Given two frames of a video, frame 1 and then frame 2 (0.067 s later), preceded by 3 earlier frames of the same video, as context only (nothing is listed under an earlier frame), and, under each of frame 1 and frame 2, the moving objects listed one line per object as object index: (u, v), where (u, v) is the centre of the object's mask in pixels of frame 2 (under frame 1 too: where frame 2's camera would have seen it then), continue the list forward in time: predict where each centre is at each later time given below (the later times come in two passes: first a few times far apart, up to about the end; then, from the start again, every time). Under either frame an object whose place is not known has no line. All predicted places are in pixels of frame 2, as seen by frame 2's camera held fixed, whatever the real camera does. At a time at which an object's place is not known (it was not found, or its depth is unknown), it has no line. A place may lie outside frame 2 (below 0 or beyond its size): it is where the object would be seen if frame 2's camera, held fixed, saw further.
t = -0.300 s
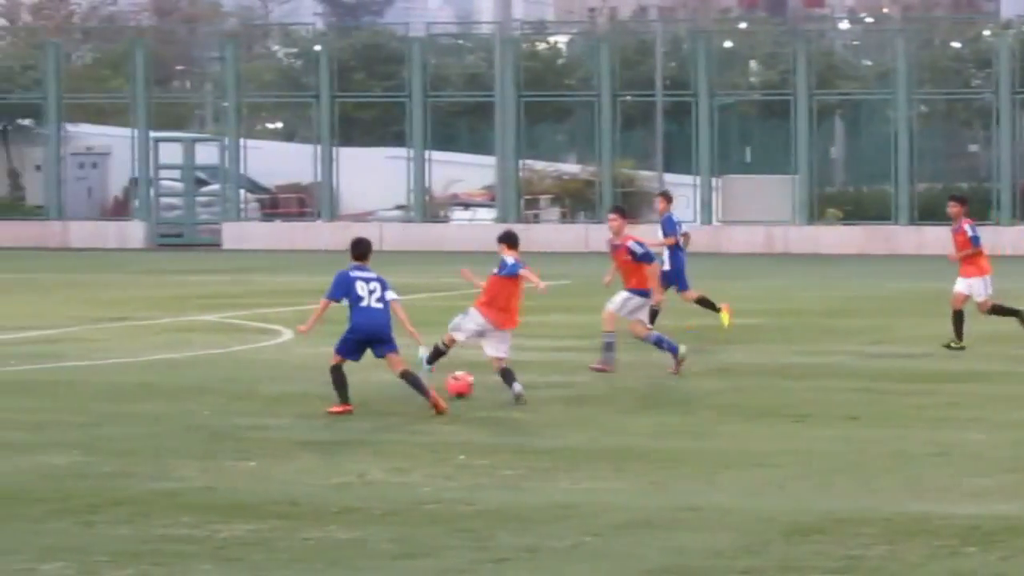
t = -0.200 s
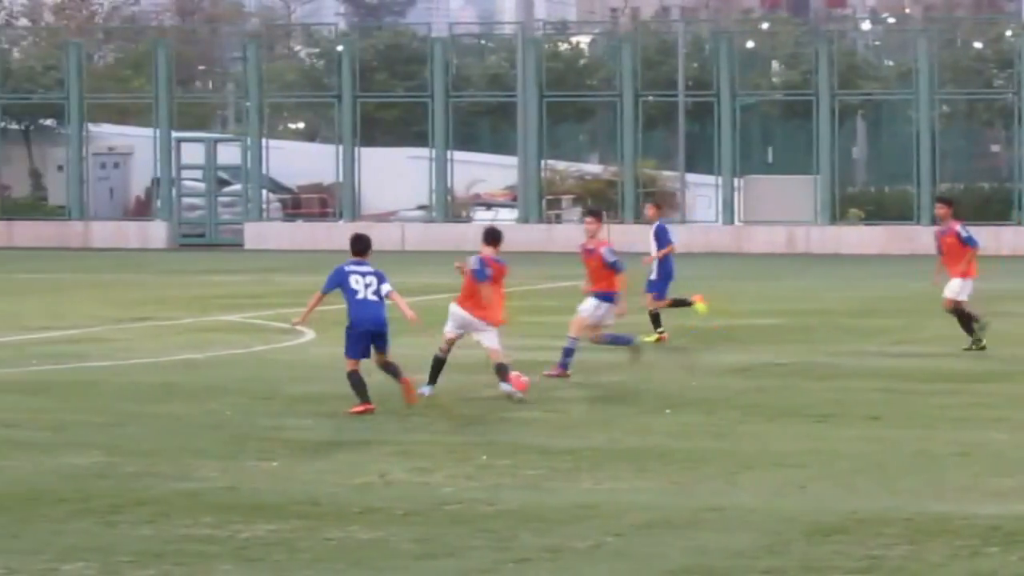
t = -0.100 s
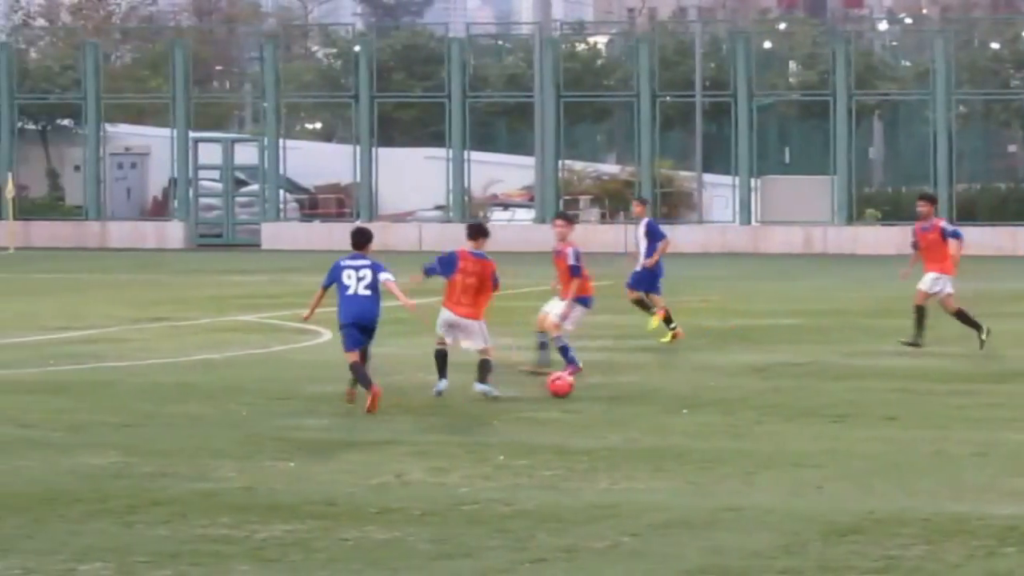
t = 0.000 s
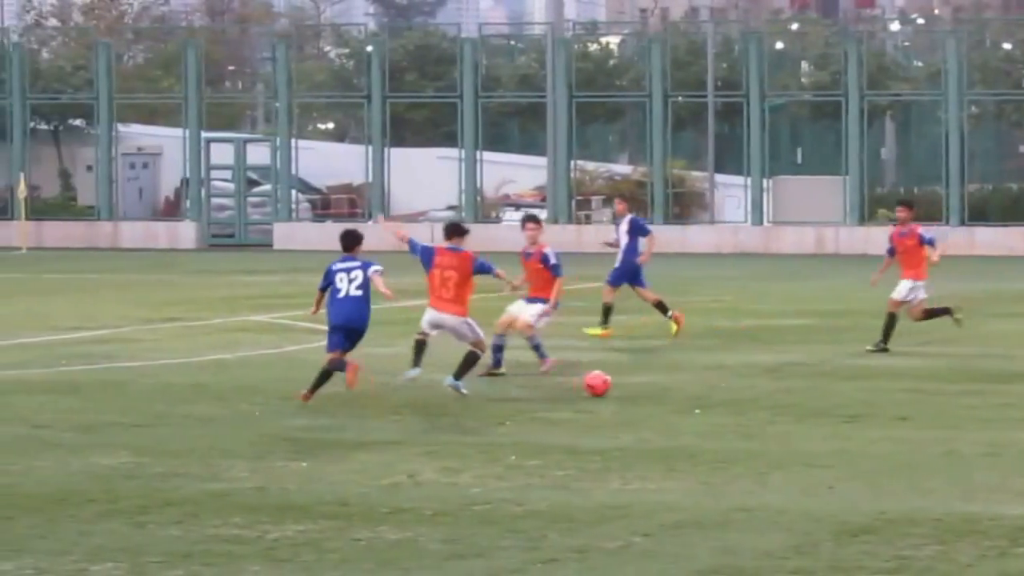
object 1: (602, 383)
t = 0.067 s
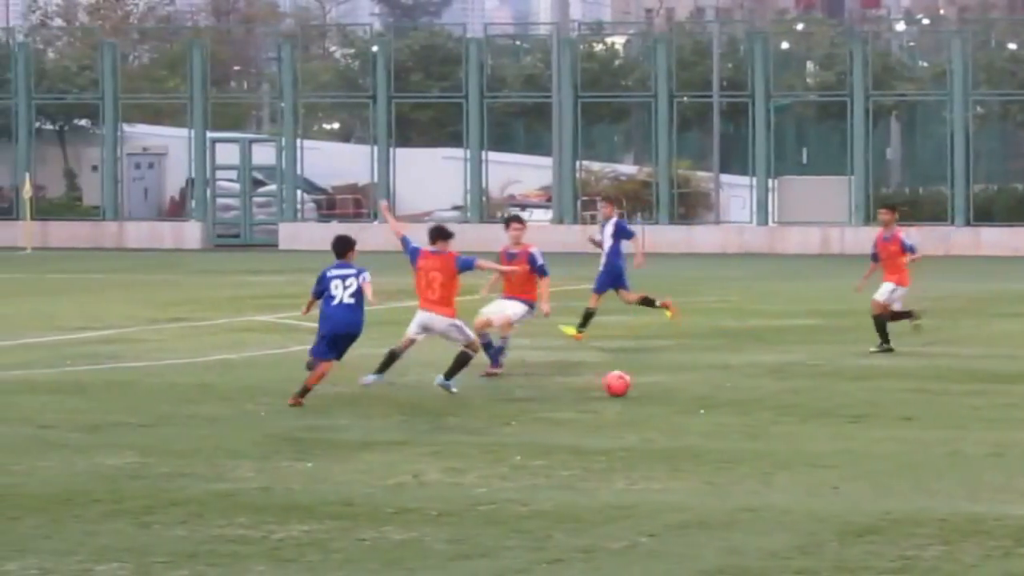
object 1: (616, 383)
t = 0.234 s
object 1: (650, 382)
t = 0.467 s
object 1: (693, 381)
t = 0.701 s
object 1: (735, 381)
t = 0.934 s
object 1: (775, 380)
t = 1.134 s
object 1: (806, 380)
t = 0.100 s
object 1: (624, 383)
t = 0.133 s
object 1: (630, 383)
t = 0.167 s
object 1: (637, 383)
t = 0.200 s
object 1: (644, 382)
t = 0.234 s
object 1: (650, 382)
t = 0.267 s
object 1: (656, 382)
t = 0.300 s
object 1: (663, 381)
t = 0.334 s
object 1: (668, 381)
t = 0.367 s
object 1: (674, 381)
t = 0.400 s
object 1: (680, 381)
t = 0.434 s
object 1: (687, 381)
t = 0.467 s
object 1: (693, 381)
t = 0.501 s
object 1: (699, 380)
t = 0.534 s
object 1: (705, 380)
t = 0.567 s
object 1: (711, 381)
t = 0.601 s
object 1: (717, 381)
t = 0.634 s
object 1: (724, 381)
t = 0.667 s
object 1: (730, 381)
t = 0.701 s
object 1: (735, 381)
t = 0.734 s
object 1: (741, 380)
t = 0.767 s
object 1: (747, 380)
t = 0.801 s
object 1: (753, 379)
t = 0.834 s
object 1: (759, 380)
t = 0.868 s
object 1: (764, 380)
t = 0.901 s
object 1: (769, 380)
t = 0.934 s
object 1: (775, 380)
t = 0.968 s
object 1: (780, 380)
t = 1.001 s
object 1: (785, 380)
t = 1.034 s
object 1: (790, 380)
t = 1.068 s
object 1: (795, 380)
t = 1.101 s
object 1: (801, 380)
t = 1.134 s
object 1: (806, 380)
